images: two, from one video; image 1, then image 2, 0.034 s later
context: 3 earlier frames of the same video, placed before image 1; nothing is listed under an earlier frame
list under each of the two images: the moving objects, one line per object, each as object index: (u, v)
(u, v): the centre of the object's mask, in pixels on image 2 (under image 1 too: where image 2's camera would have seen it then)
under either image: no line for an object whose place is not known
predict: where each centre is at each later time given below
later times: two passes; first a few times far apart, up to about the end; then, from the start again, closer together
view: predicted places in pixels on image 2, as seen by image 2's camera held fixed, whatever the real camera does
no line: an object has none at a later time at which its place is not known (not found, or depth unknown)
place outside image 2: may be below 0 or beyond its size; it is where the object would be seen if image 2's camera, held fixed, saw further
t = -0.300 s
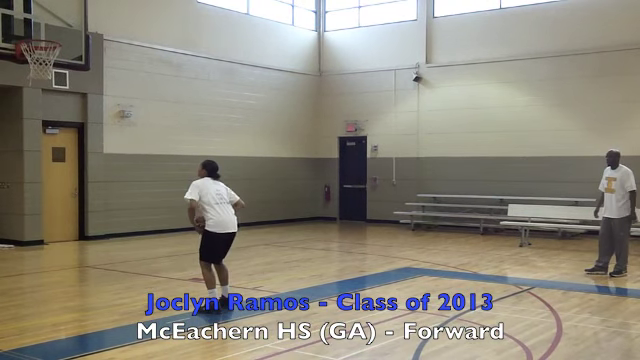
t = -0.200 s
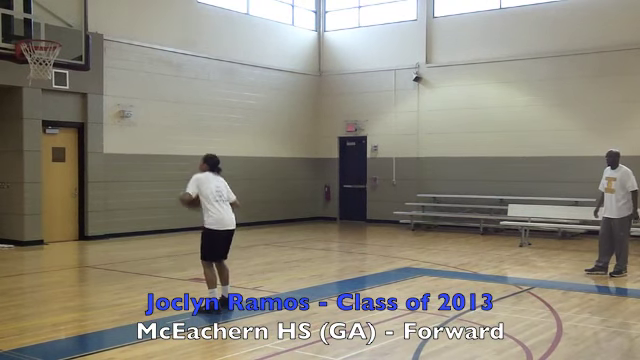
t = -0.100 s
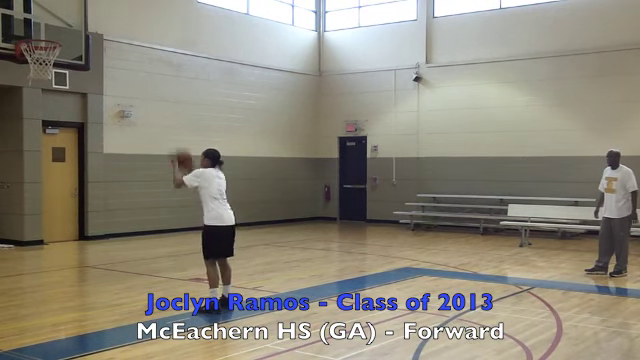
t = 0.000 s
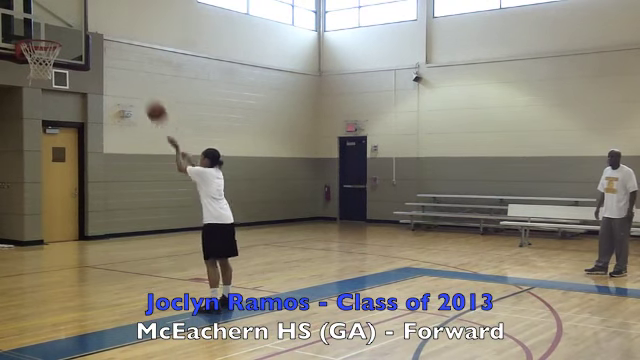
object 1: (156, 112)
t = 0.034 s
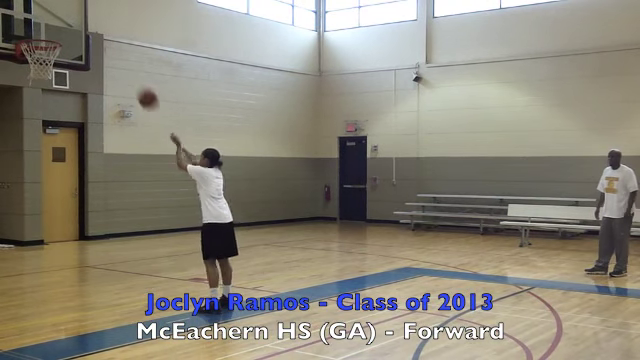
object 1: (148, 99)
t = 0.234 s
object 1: (100, 41)
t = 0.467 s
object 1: (74, 22)
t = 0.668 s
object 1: (105, 45)
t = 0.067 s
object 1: (140, 87)
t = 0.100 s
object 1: (131, 75)
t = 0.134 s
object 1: (123, 65)
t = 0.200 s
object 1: (107, 48)
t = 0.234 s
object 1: (100, 41)
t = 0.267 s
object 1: (94, 36)
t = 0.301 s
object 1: (86, 31)
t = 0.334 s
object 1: (78, 26)
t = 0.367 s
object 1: (71, 23)
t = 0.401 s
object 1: (66, 21)
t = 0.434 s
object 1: (69, 21)
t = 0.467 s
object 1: (74, 22)
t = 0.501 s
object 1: (80, 23)
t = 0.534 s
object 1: (84, 26)
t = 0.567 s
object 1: (90, 29)
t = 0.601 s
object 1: (95, 34)
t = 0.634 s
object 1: (99, 39)
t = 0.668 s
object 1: (105, 45)
